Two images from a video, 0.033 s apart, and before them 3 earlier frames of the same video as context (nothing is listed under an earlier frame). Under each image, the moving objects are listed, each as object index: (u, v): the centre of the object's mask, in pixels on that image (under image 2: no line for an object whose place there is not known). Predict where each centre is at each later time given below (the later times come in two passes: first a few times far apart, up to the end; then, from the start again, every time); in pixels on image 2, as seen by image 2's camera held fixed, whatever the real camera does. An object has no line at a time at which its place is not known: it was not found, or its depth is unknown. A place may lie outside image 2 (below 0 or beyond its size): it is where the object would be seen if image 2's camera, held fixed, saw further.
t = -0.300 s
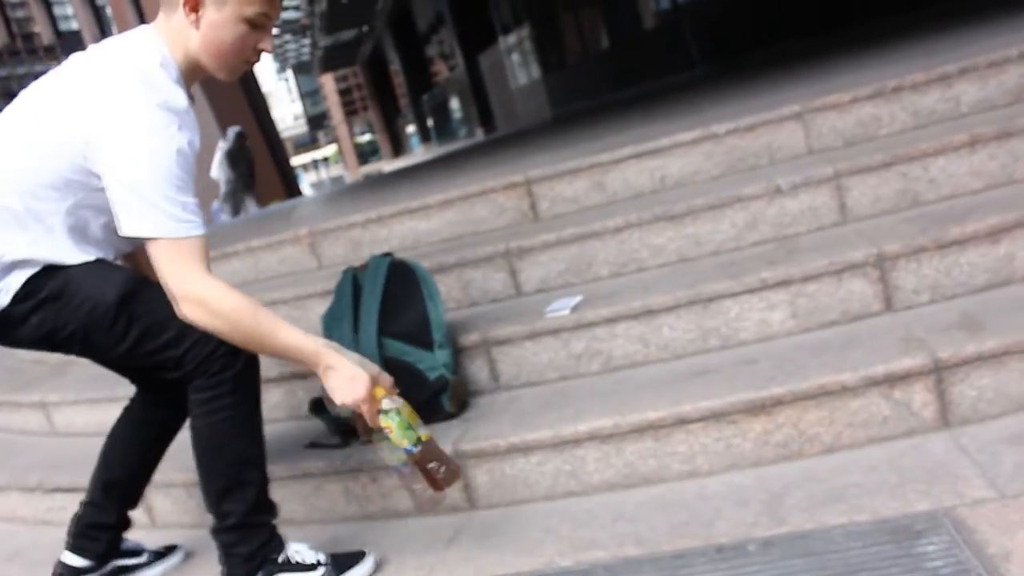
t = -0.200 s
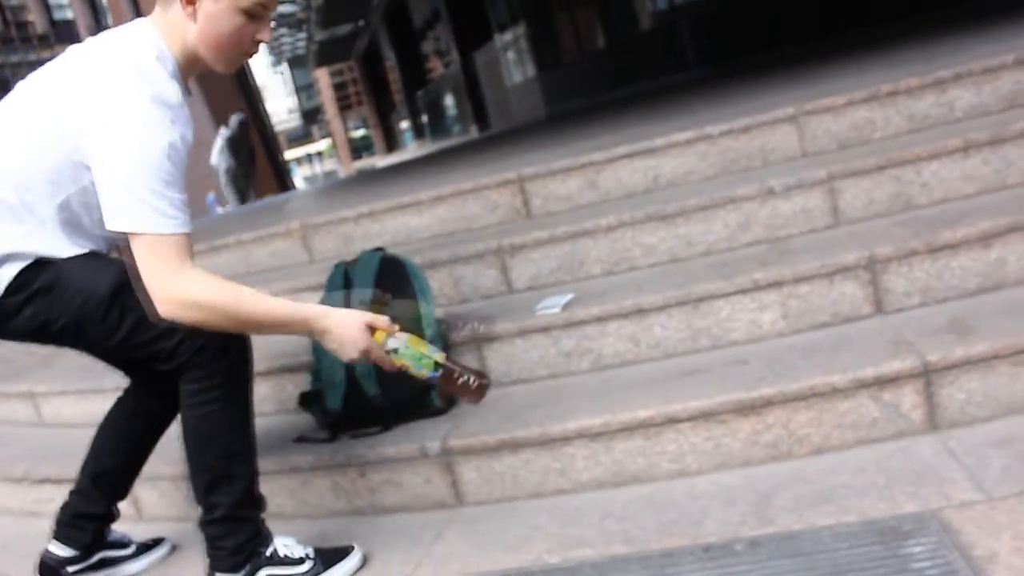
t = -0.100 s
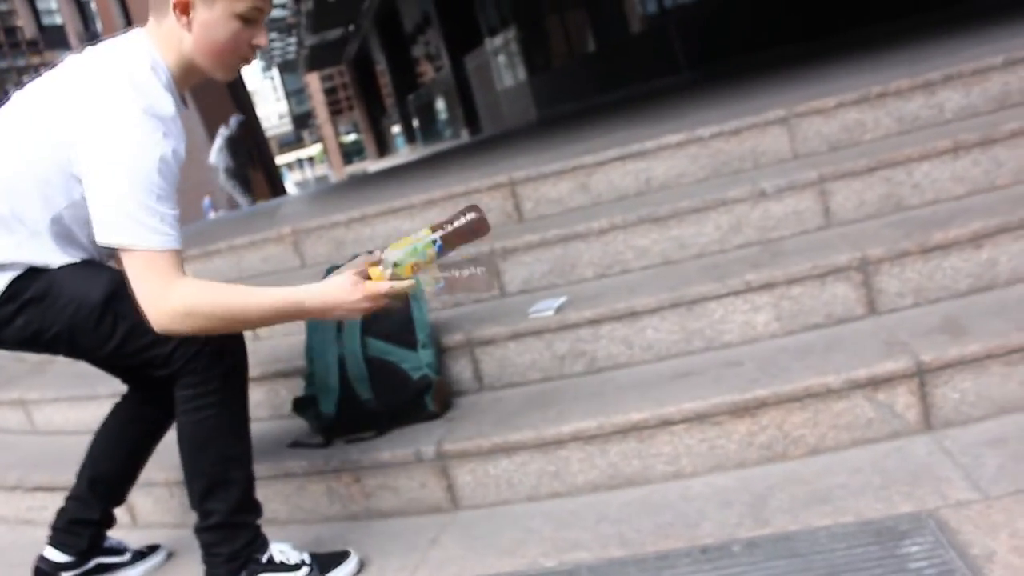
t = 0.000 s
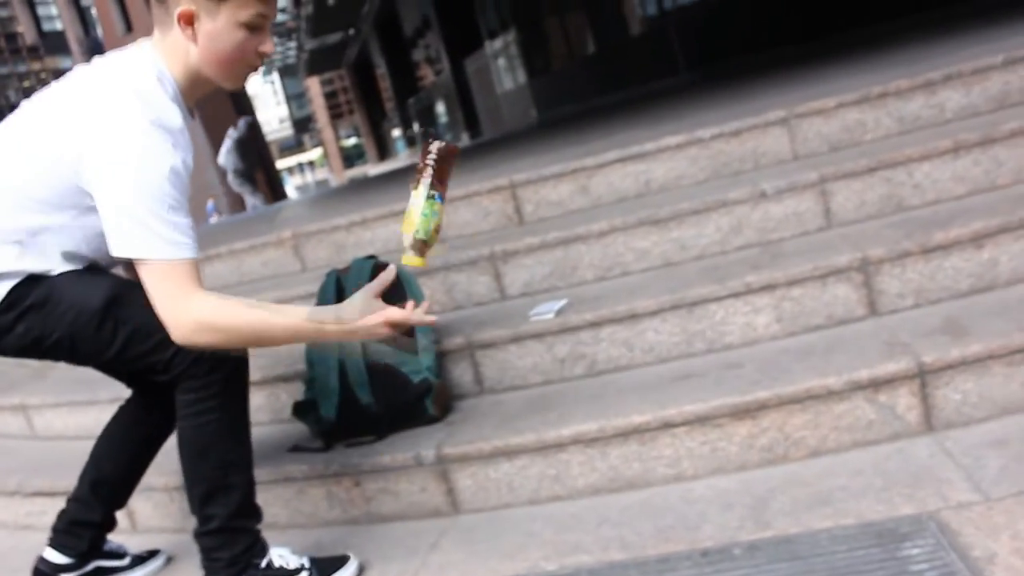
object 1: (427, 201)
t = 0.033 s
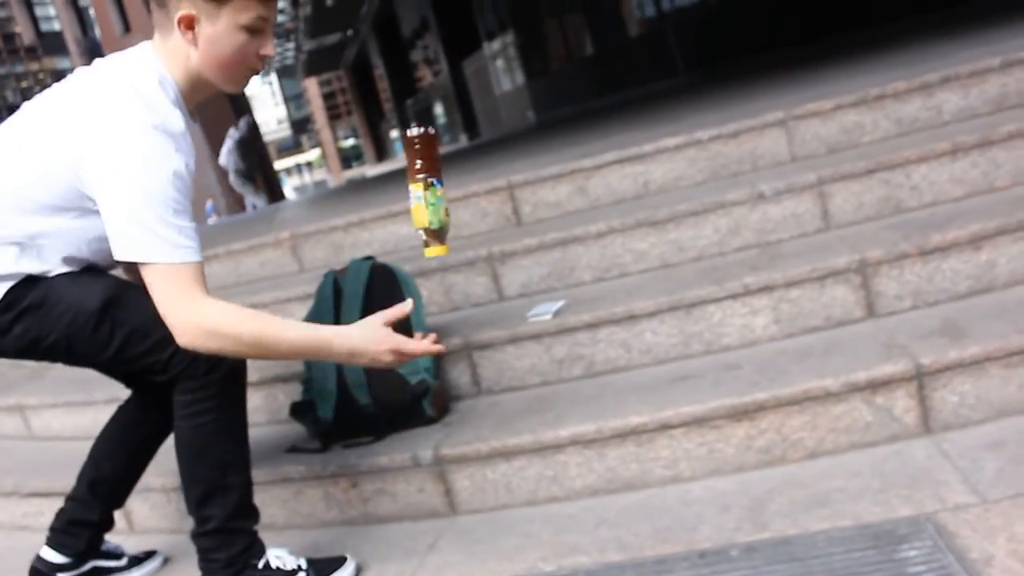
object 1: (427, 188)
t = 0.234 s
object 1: (467, 259)
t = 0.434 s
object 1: (534, 459)
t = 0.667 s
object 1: (542, 459)
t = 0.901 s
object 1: (555, 504)
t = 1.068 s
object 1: (557, 506)
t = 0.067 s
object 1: (429, 184)
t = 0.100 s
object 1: (436, 190)
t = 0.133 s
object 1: (439, 197)
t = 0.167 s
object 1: (443, 213)
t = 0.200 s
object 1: (454, 227)
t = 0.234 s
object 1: (467, 259)
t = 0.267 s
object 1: (482, 301)
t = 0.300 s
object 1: (491, 325)
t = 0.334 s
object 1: (508, 381)
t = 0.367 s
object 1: (527, 443)
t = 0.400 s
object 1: (537, 474)
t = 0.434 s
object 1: (534, 459)
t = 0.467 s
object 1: (530, 440)
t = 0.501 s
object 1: (529, 428)
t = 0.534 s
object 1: (529, 424)
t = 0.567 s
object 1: (529, 422)
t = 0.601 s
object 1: (531, 427)
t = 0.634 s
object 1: (534, 440)
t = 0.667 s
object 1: (542, 459)
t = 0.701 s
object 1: (542, 479)
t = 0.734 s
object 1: (557, 483)
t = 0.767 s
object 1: (558, 495)
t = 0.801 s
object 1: (555, 501)
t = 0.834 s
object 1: (557, 502)
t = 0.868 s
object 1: (554, 505)
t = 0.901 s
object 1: (555, 504)
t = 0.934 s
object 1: (555, 506)
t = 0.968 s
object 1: (555, 506)
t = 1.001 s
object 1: (556, 506)
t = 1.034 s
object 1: (556, 506)
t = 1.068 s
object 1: (557, 506)
